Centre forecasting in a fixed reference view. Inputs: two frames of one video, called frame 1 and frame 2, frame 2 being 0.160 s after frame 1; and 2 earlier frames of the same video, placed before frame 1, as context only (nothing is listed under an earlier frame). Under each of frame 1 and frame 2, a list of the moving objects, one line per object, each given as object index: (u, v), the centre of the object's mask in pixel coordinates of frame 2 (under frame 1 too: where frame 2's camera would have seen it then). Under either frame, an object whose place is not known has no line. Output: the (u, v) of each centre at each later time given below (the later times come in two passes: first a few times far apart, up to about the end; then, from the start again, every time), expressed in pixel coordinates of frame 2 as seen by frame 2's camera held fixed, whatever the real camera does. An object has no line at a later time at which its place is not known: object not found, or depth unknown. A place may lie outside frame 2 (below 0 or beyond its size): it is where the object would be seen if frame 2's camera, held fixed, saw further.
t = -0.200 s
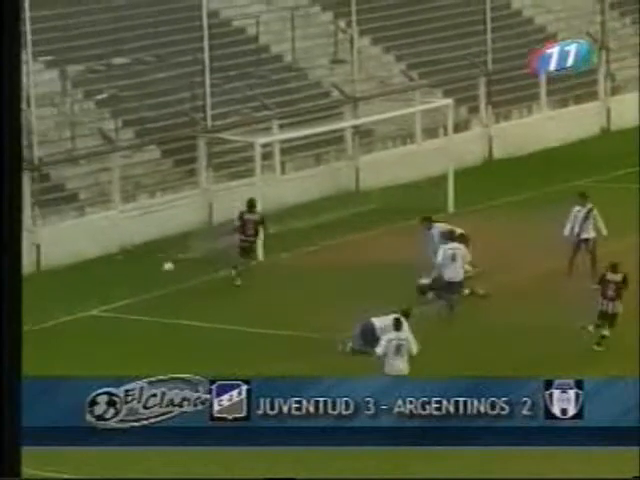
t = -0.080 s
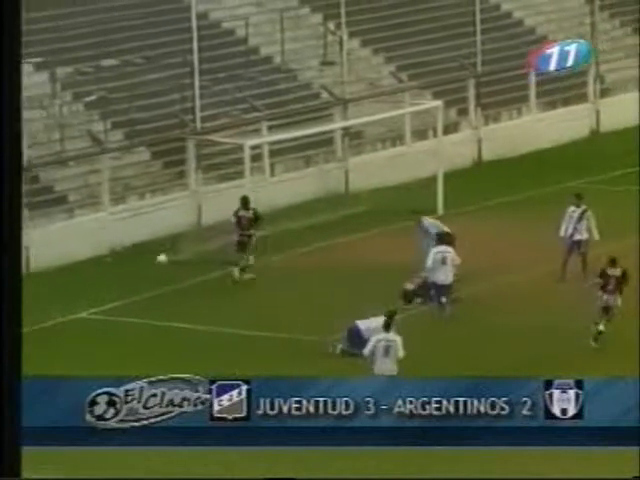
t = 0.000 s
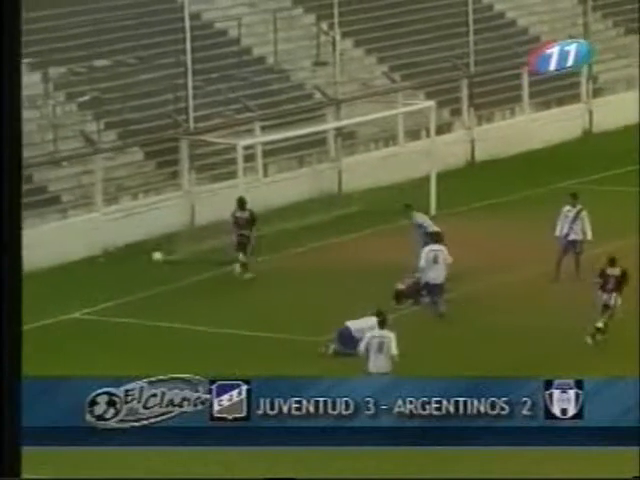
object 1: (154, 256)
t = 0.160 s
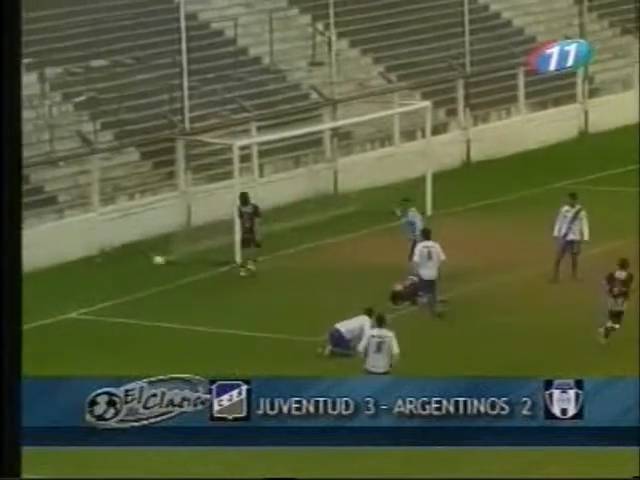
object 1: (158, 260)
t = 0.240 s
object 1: (162, 266)
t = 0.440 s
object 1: (170, 277)
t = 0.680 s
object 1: (179, 284)
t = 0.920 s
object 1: (187, 290)
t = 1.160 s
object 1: (194, 294)
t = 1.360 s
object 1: (199, 296)
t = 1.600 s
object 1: (203, 300)
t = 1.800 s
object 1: (207, 302)
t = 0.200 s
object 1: (160, 262)
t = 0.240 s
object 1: (162, 266)
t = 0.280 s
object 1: (164, 271)
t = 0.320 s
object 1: (165, 277)
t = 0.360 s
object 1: (168, 280)
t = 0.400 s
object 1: (168, 278)
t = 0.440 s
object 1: (170, 277)
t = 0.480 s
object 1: (171, 277)
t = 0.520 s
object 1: (173, 276)
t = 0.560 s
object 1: (174, 277)
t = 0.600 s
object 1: (175, 279)
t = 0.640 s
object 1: (178, 281)
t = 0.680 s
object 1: (179, 284)
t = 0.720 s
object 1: (180, 288)
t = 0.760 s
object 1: (180, 288)
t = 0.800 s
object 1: (182, 287)
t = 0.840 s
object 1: (184, 288)
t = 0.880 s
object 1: (185, 288)
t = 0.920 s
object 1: (187, 290)
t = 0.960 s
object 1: (188, 291)
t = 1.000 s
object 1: (189, 291)
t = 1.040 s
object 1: (191, 291)
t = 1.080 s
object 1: (192, 292)
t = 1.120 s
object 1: (194, 293)
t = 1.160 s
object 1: (194, 294)
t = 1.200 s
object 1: (195, 294)
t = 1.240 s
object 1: (196, 295)
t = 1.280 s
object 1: (198, 295)
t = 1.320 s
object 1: (199, 295)
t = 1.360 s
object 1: (199, 296)
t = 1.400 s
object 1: (200, 297)
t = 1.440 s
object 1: (201, 297)
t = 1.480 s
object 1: (202, 298)
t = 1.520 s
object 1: (202, 299)
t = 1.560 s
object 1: (203, 300)
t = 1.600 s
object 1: (203, 300)
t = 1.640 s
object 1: (204, 301)
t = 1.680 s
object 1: (204, 301)
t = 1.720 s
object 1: (206, 302)
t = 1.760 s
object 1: (207, 302)
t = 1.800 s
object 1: (207, 302)
